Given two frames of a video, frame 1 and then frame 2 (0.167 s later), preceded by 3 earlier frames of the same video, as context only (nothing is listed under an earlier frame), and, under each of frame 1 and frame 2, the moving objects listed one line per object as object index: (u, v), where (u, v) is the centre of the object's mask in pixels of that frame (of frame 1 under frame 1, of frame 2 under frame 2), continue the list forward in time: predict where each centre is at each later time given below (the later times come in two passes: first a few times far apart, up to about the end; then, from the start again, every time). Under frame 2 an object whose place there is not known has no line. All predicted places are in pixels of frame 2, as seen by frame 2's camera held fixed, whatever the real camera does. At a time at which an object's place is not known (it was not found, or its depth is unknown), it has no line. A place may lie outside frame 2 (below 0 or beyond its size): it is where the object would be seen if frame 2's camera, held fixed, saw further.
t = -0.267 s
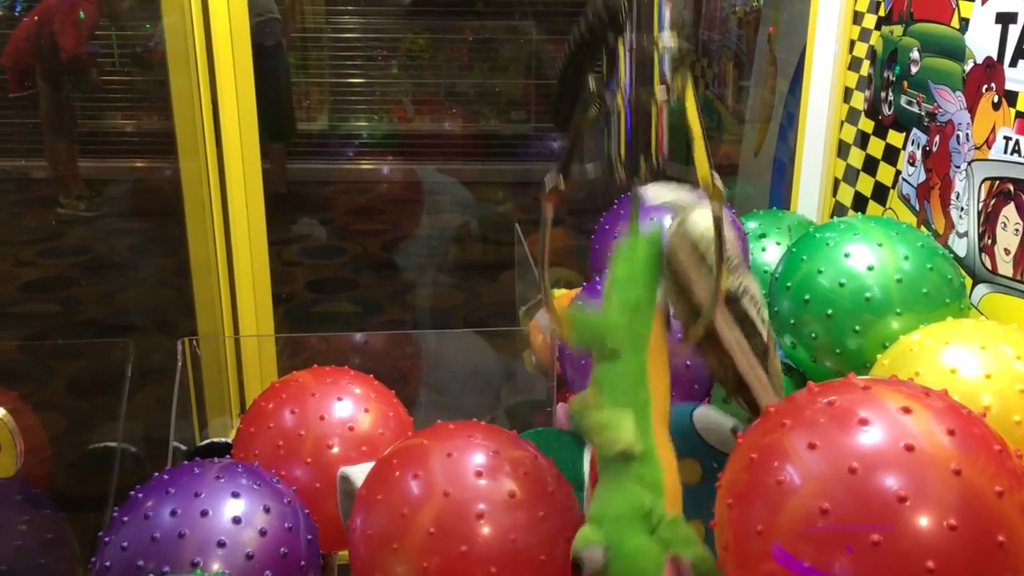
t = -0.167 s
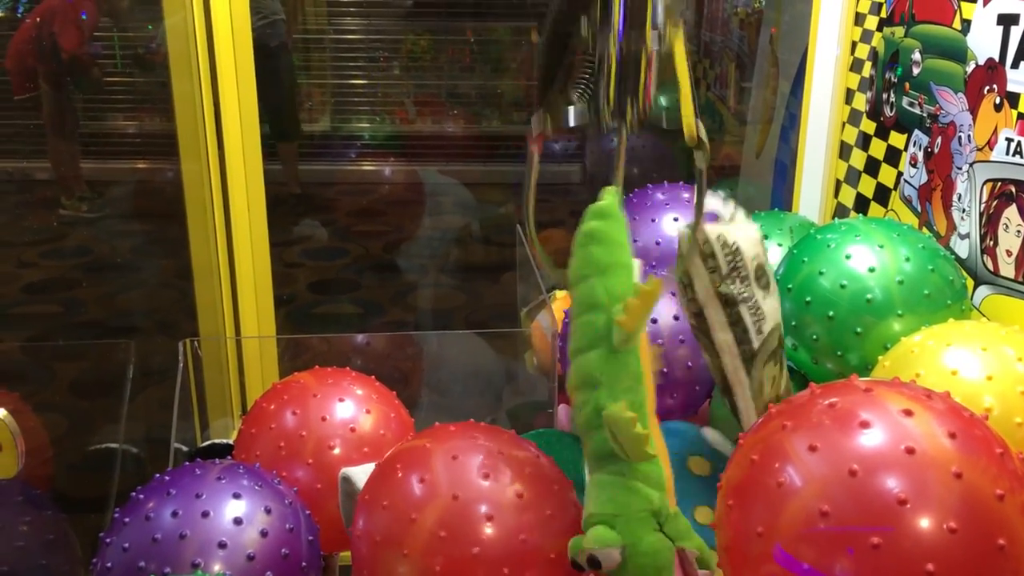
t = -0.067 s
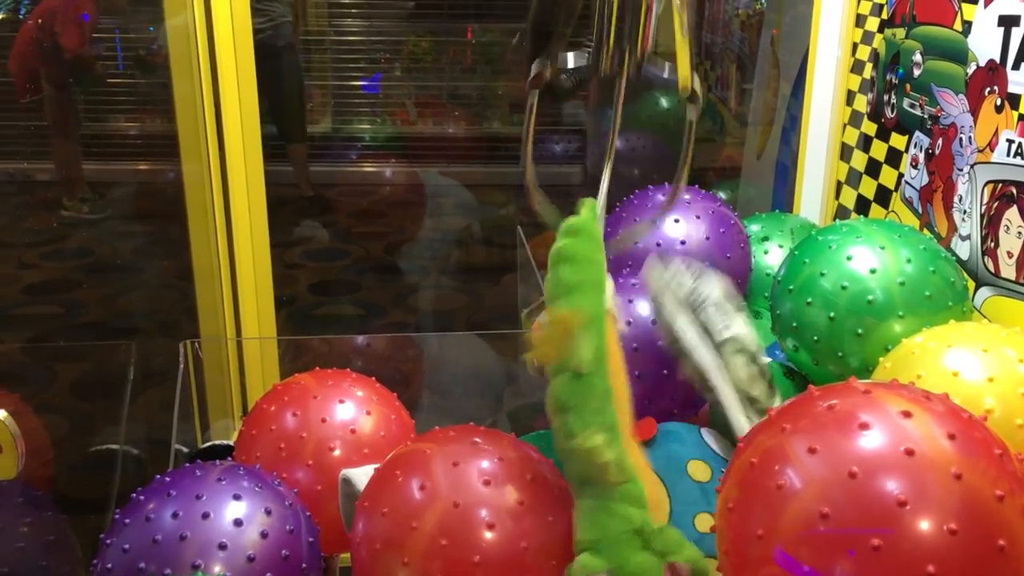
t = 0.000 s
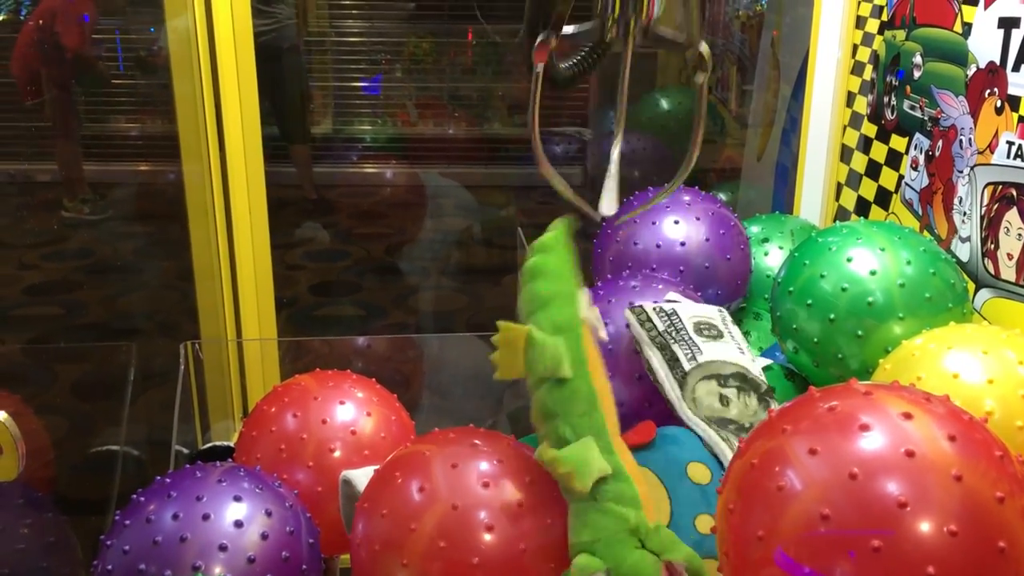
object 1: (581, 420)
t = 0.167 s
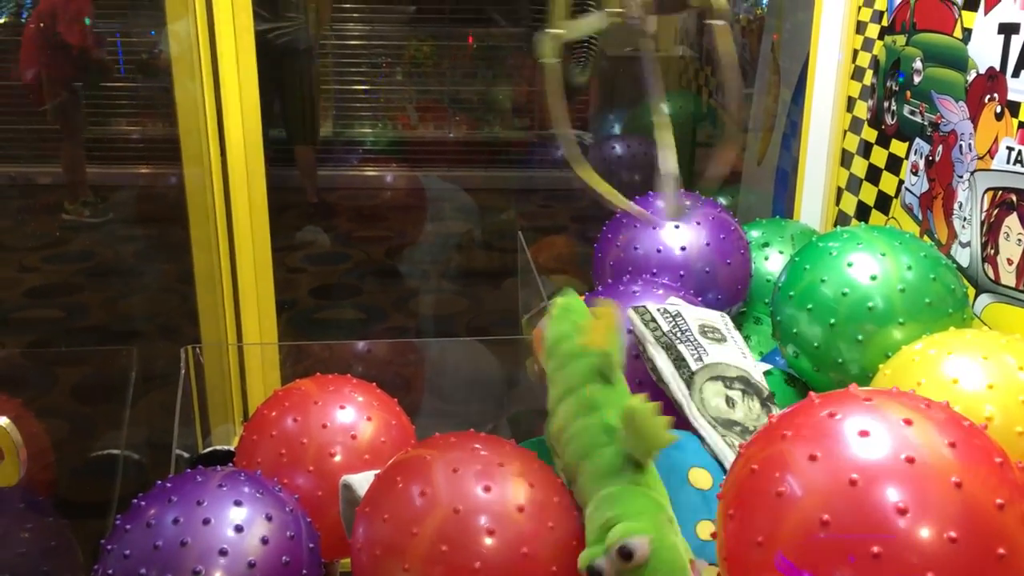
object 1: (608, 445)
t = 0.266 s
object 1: (638, 470)
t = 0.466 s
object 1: (637, 469)
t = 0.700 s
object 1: (637, 468)
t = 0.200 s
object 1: (619, 448)
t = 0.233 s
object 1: (628, 455)
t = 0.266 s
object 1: (638, 470)
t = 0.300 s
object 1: (639, 472)
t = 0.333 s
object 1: (638, 470)
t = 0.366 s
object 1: (638, 469)
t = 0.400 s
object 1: (638, 469)
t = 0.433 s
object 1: (638, 469)
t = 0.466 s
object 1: (637, 469)
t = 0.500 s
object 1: (637, 468)
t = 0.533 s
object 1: (637, 468)
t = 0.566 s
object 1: (637, 468)
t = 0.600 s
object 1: (637, 467)
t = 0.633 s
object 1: (637, 468)
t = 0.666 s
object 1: (637, 467)
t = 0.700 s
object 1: (637, 468)
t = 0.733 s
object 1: (637, 468)
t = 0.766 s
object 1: (637, 468)
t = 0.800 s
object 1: (637, 468)
